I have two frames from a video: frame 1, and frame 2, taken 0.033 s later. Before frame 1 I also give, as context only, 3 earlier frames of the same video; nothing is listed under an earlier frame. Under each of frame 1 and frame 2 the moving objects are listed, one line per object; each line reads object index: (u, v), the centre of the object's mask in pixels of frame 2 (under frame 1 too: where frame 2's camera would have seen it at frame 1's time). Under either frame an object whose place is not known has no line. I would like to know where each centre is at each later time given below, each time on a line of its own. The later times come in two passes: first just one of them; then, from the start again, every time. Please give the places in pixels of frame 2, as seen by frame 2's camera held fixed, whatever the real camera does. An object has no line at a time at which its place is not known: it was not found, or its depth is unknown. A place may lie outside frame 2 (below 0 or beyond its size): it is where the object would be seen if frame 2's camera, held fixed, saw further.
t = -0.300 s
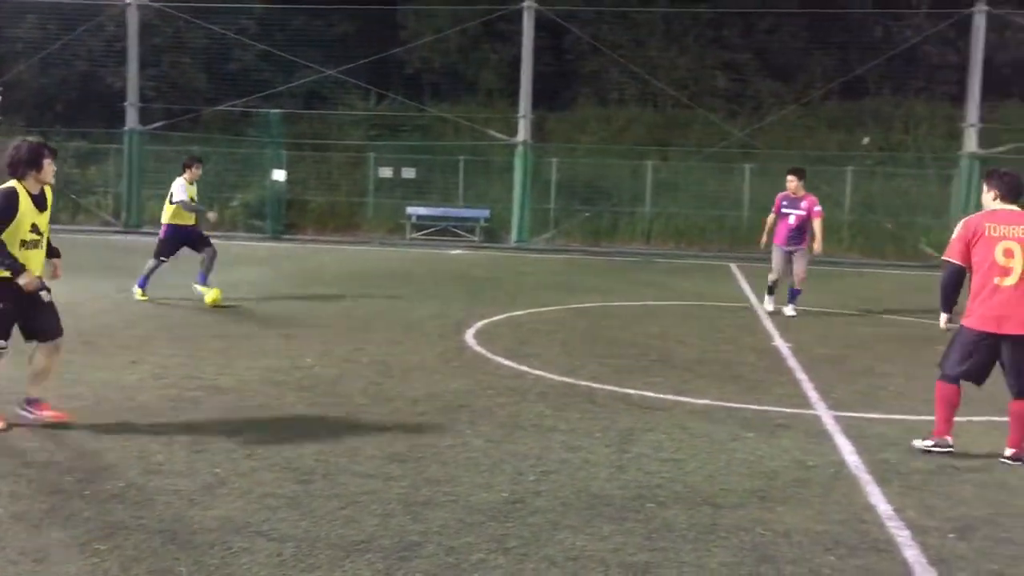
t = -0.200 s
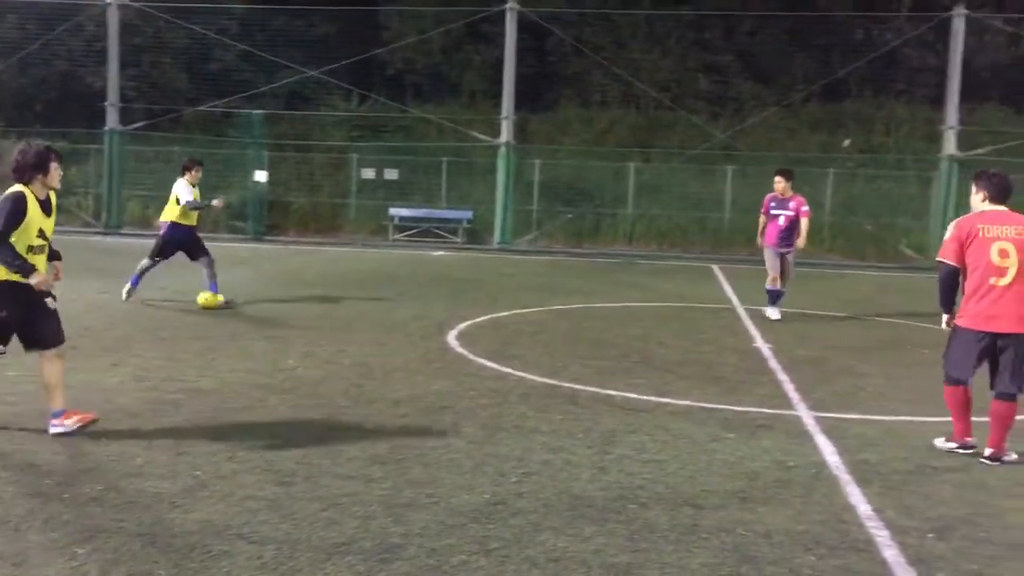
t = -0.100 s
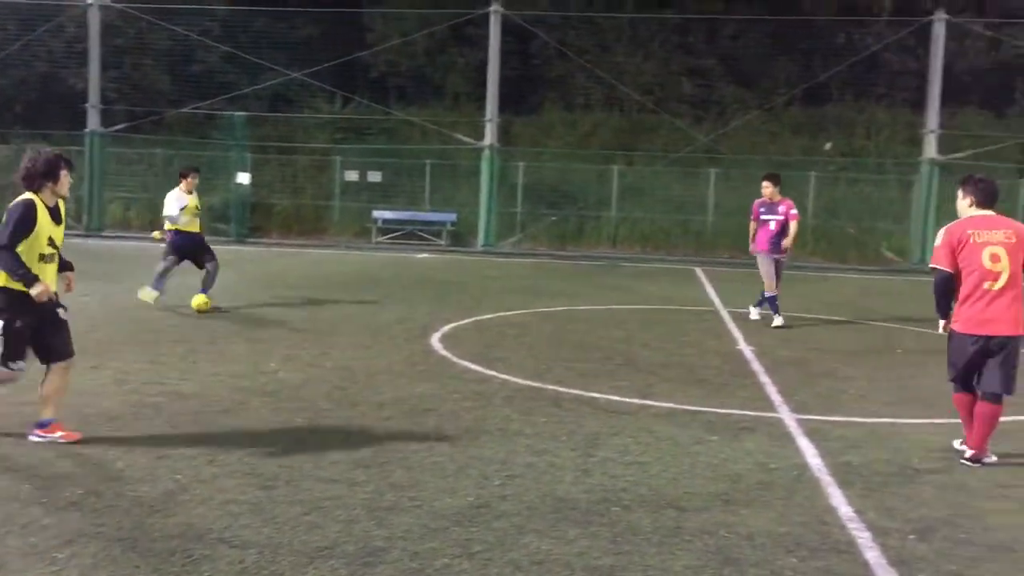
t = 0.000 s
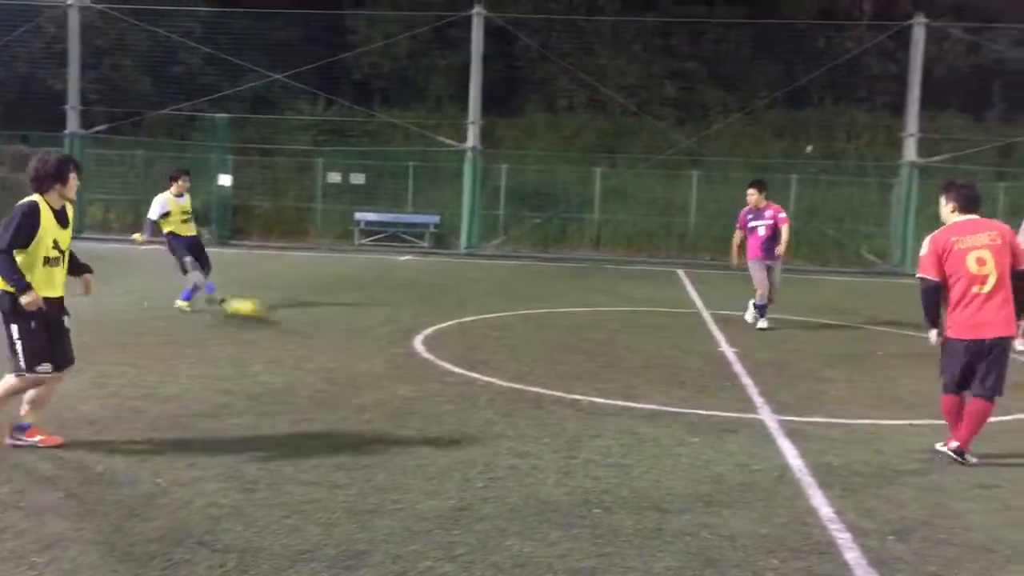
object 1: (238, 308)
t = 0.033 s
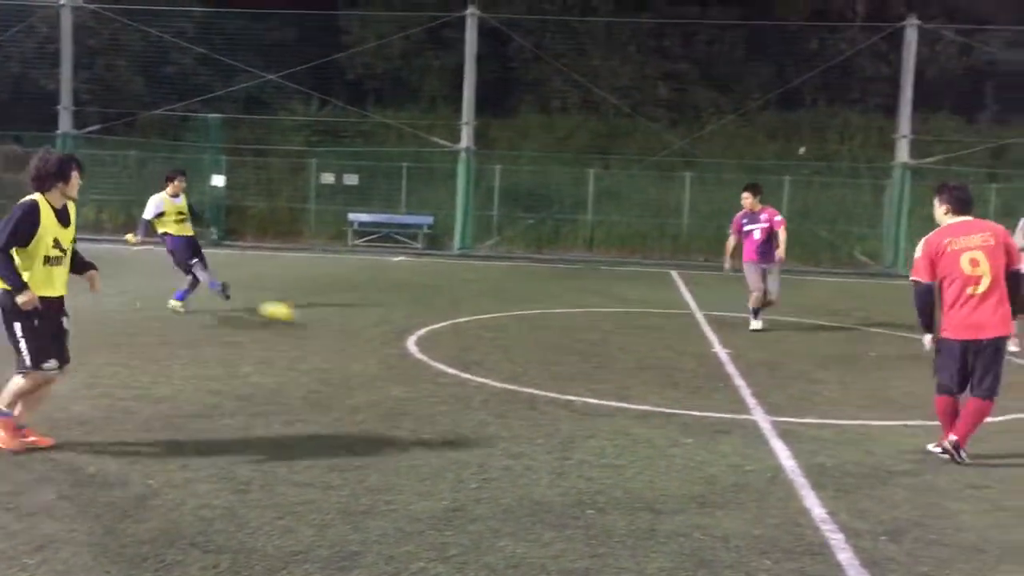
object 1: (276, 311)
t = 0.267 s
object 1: (579, 340)
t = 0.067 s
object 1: (319, 316)
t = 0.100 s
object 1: (363, 320)
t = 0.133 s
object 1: (406, 326)
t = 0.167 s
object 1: (448, 328)
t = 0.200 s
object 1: (491, 331)
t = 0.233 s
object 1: (533, 335)
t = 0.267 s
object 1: (579, 340)
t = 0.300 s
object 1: (621, 344)
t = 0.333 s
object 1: (664, 345)
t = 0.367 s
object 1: (706, 349)
